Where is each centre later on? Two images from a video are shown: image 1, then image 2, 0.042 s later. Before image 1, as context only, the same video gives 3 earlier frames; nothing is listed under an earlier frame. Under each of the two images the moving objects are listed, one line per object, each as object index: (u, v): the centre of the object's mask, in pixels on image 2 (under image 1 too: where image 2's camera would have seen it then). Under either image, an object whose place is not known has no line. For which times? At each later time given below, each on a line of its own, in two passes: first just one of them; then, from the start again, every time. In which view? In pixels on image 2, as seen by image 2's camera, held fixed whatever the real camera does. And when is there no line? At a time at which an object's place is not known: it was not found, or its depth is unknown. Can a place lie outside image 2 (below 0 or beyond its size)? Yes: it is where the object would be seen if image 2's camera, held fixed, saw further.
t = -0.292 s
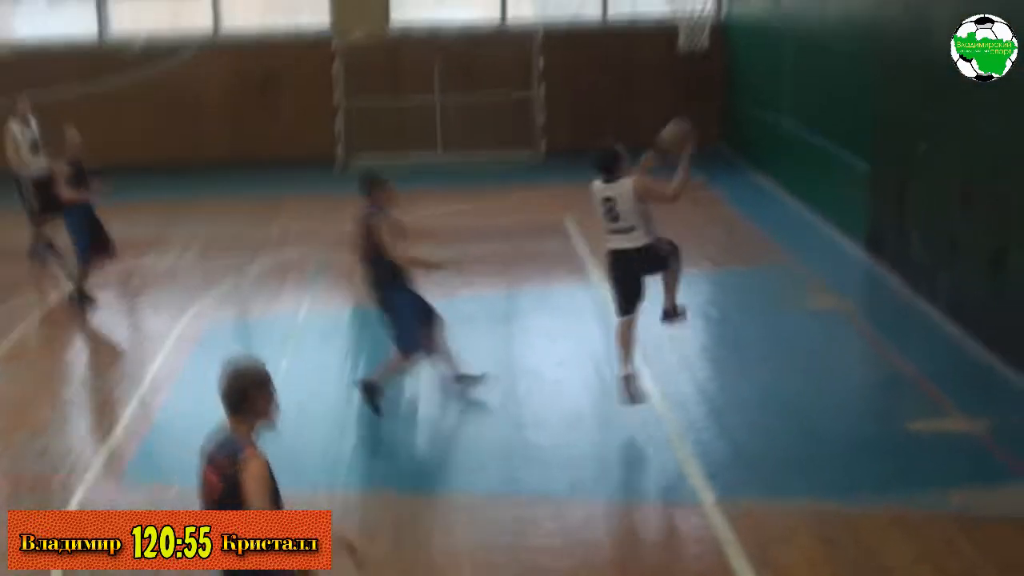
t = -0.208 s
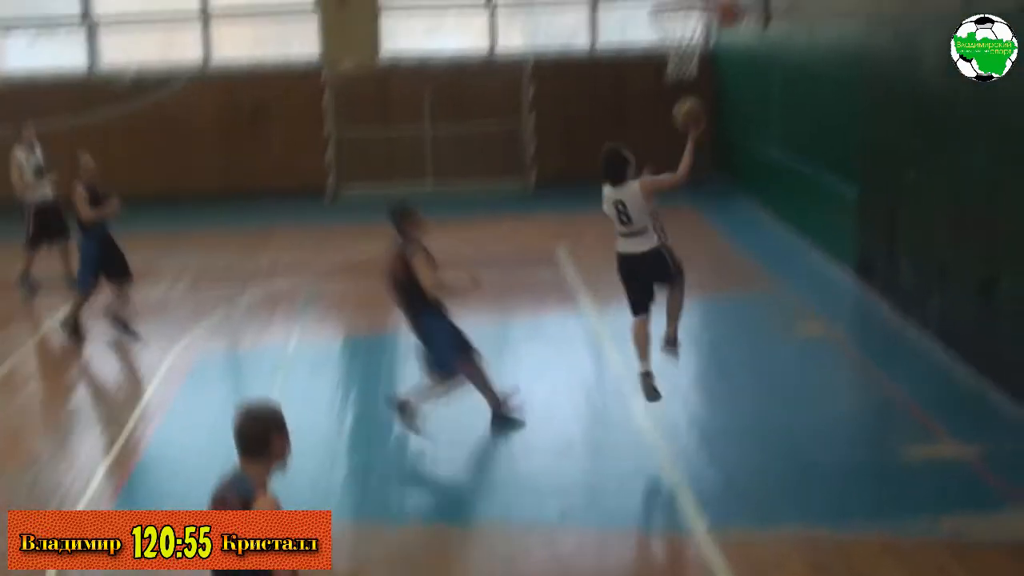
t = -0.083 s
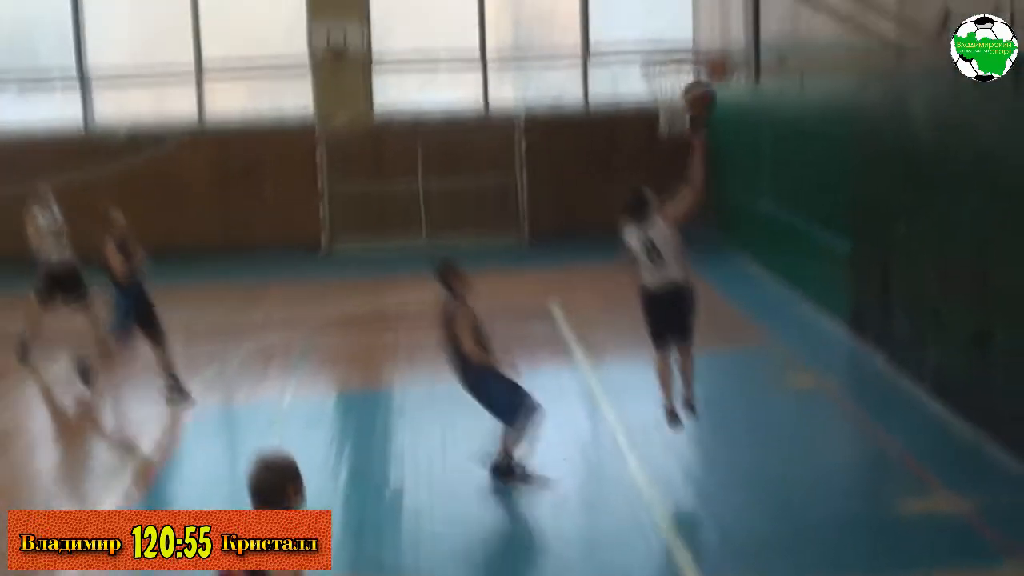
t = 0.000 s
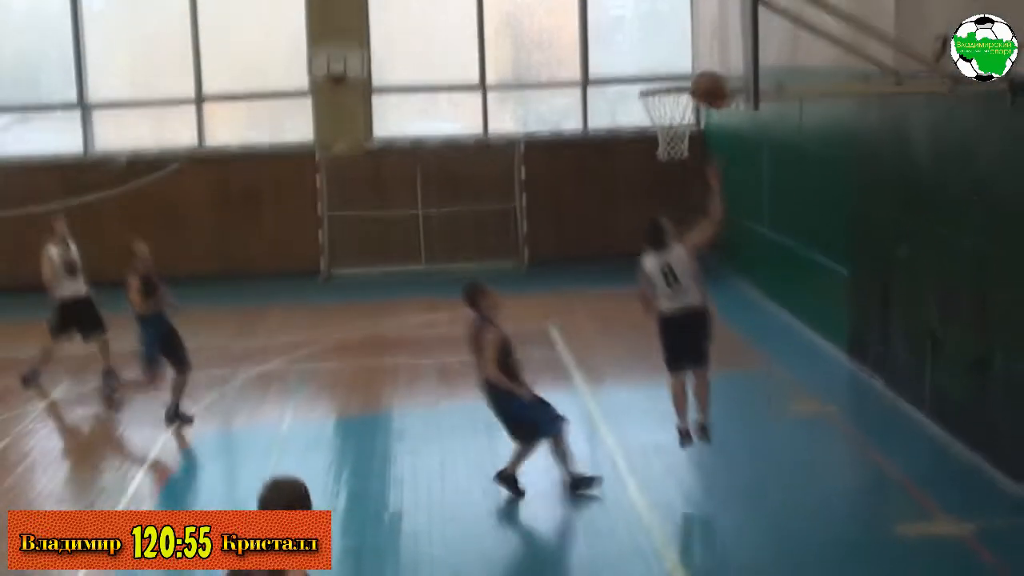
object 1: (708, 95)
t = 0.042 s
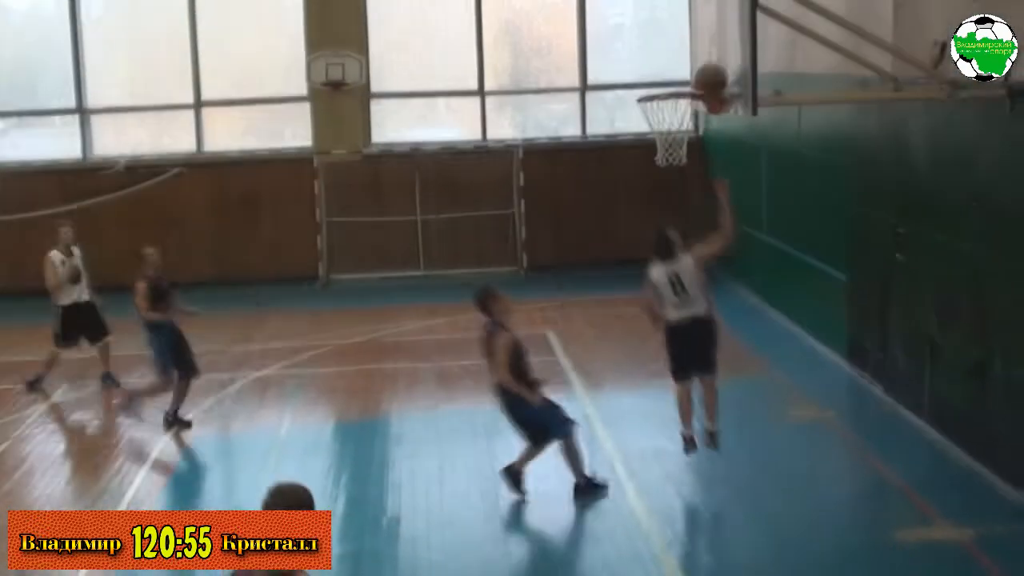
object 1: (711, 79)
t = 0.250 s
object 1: (696, 57)
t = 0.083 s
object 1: (713, 69)
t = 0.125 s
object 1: (710, 62)
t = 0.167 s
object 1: (705, 58)
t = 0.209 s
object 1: (700, 57)
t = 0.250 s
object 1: (696, 57)
